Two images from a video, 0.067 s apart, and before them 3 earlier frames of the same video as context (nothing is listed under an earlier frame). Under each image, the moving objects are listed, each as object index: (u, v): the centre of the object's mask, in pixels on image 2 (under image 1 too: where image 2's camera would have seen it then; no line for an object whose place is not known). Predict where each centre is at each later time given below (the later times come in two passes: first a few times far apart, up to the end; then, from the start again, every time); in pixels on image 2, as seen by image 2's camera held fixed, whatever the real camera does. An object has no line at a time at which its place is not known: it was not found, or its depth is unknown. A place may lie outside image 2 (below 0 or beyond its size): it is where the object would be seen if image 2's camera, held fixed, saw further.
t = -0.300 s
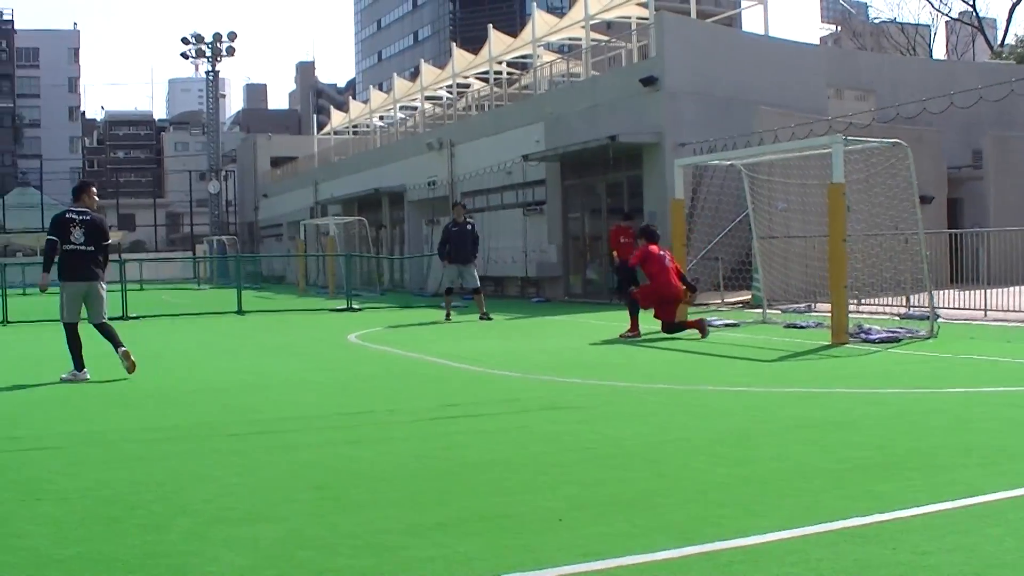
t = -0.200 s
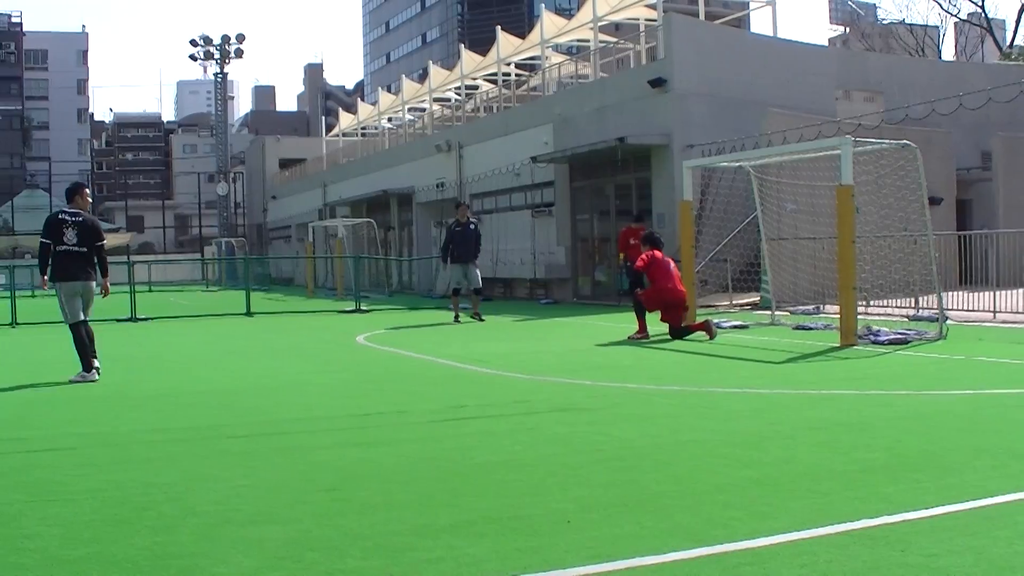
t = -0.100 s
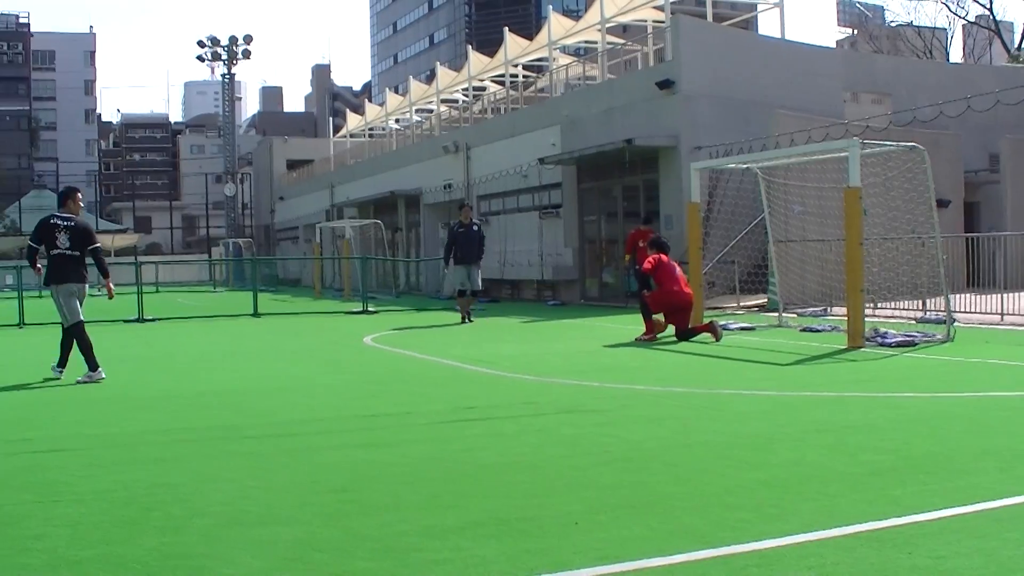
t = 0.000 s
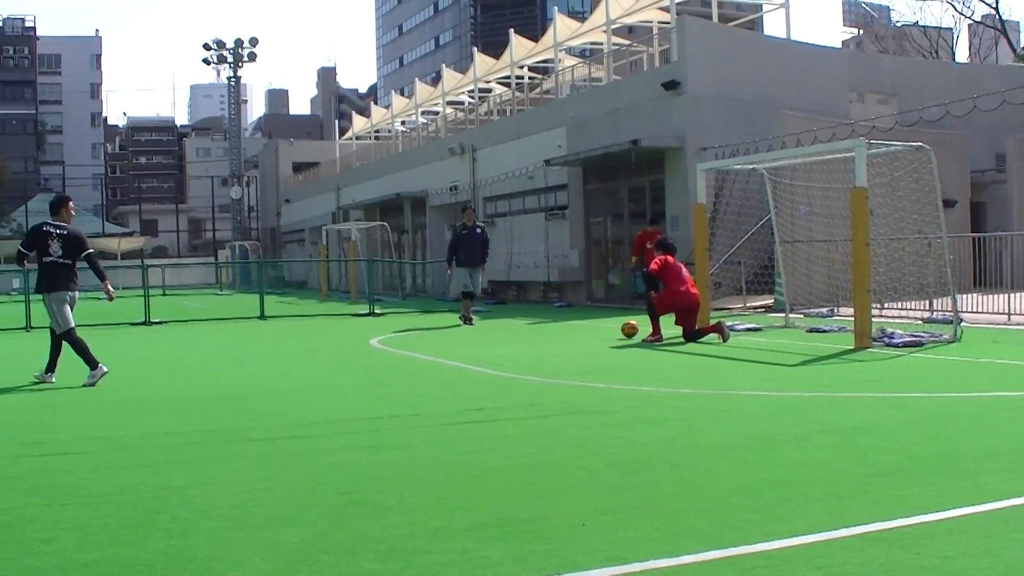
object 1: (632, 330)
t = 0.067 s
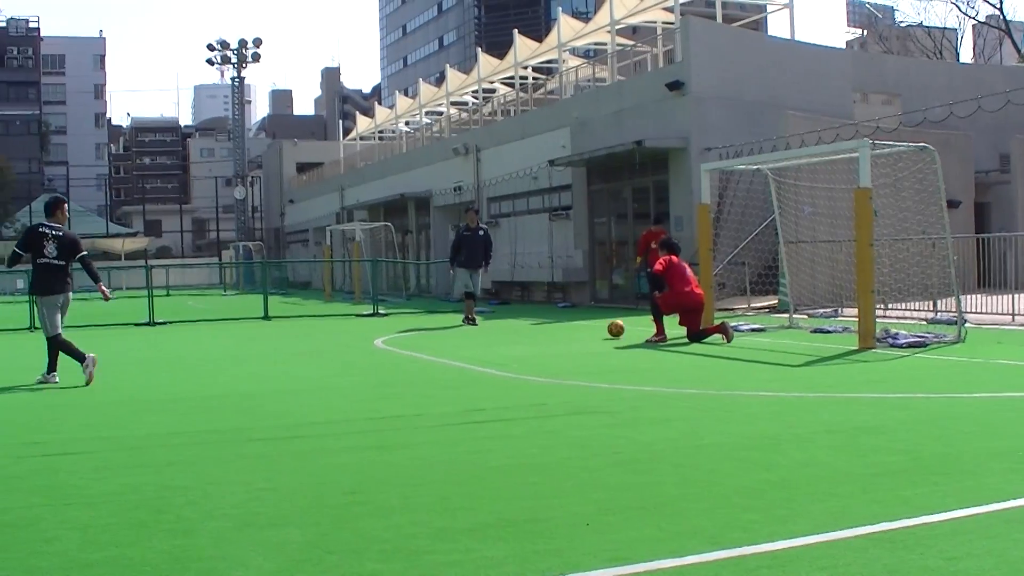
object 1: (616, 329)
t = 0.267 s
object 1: (575, 325)
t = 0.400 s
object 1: (554, 321)
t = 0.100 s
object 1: (608, 329)
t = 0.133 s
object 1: (601, 329)
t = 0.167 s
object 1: (594, 329)
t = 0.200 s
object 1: (588, 326)
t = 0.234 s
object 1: (581, 326)
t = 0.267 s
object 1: (575, 325)
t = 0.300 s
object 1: (570, 324)
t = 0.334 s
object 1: (564, 324)
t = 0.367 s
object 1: (559, 323)
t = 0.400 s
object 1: (554, 321)
